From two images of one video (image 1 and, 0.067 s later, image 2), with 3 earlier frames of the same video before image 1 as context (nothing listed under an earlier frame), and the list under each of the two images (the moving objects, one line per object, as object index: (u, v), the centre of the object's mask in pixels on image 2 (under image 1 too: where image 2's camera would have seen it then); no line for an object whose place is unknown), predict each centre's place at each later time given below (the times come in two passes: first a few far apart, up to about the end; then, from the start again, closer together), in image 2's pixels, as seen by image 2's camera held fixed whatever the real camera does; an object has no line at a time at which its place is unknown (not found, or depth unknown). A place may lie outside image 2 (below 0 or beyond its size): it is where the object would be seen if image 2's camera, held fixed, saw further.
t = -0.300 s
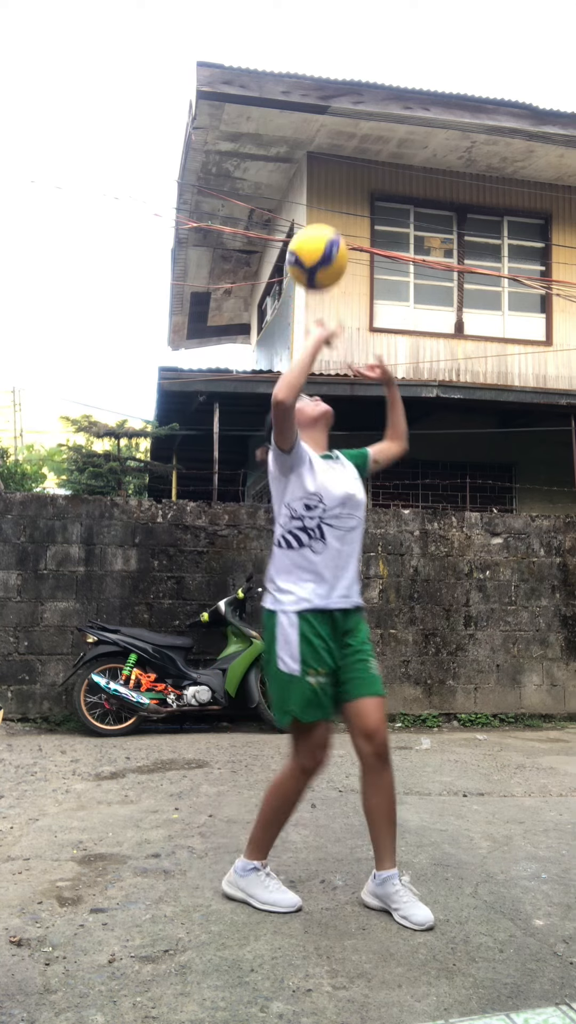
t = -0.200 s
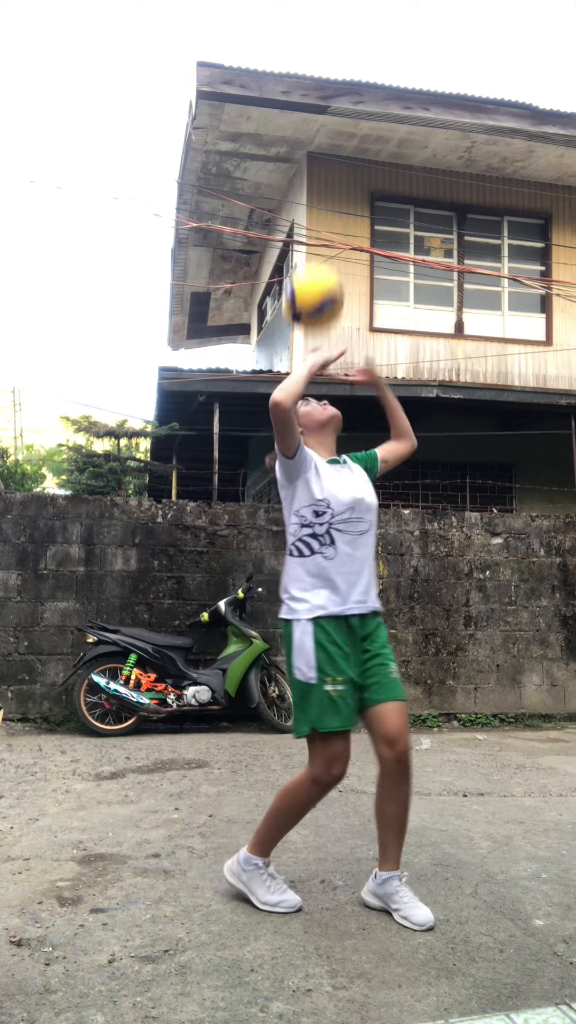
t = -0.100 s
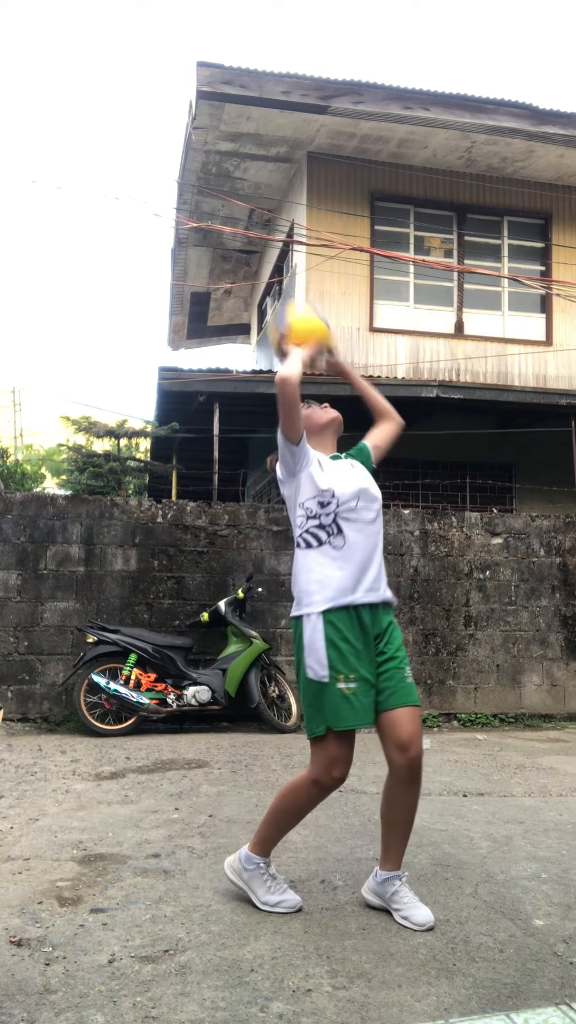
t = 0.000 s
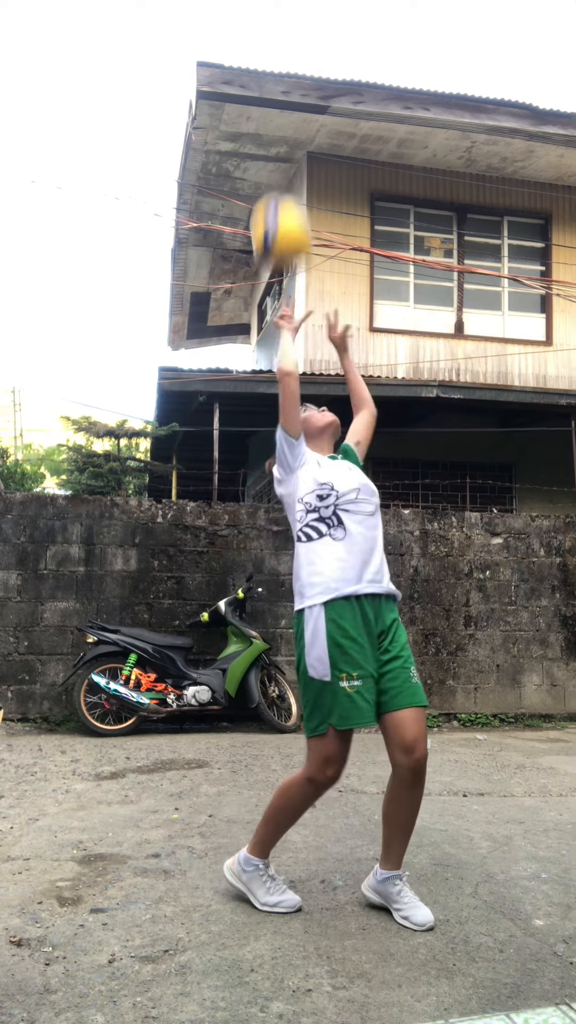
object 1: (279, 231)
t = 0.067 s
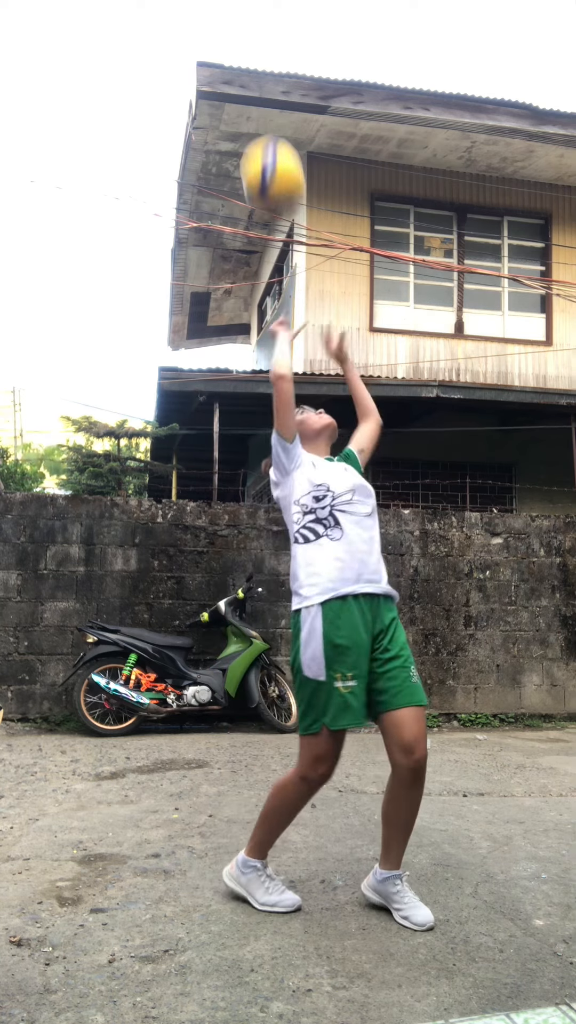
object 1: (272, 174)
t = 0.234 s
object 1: (249, 90)
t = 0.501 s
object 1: (208, 101)
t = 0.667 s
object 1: (179, 226)
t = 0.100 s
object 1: (268, 153)
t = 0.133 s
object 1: (264, 131)
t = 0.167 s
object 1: (258, 113)
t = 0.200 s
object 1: (253, 99)
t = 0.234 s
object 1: (249, 90)
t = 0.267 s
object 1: (245, 81)
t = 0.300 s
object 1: (239, 75)
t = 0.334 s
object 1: (234, 72)
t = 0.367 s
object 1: (228, 72)
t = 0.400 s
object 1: (223, 75)
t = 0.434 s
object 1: (217, 81)
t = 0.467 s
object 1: (212, 91)
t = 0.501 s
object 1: (208, 101)
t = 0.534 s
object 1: (203, 118)
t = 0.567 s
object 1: (197, 139)
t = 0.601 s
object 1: (191, 164)
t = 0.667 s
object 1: (179, 226)
